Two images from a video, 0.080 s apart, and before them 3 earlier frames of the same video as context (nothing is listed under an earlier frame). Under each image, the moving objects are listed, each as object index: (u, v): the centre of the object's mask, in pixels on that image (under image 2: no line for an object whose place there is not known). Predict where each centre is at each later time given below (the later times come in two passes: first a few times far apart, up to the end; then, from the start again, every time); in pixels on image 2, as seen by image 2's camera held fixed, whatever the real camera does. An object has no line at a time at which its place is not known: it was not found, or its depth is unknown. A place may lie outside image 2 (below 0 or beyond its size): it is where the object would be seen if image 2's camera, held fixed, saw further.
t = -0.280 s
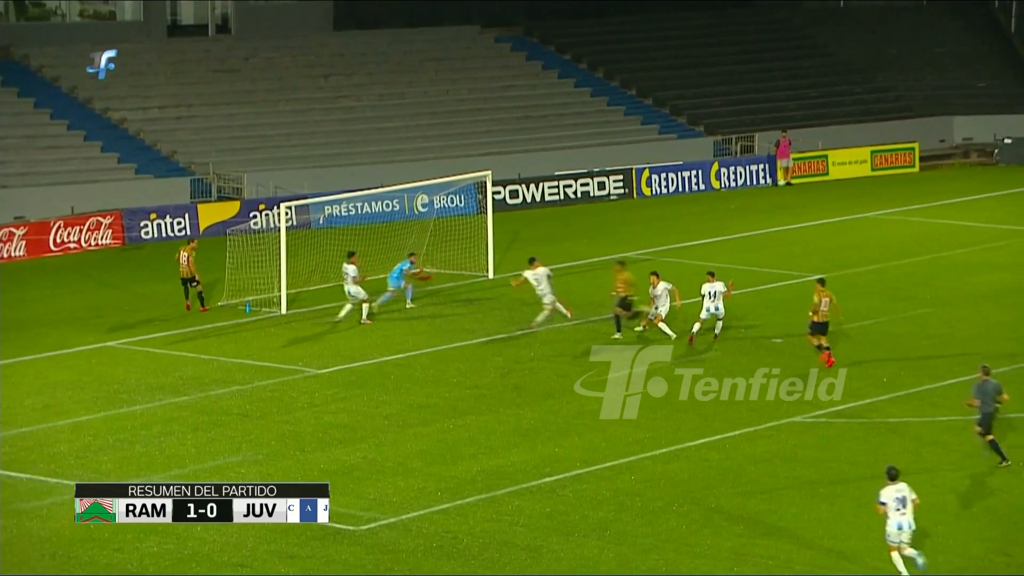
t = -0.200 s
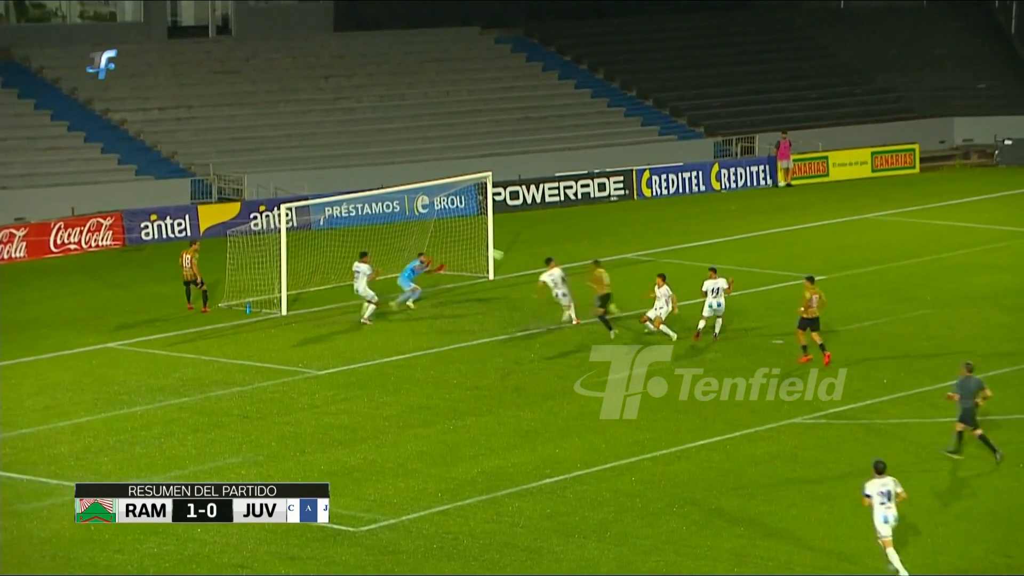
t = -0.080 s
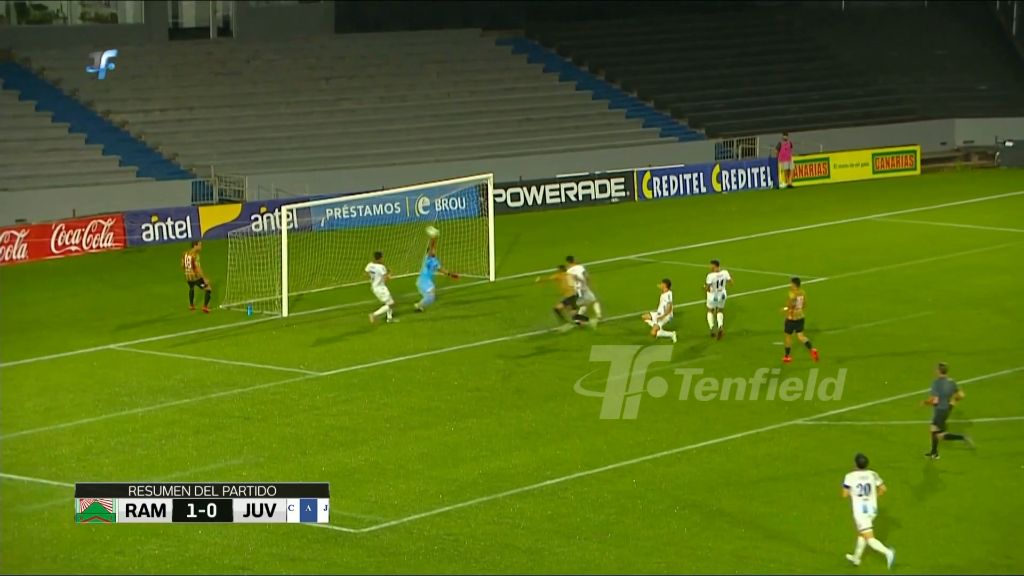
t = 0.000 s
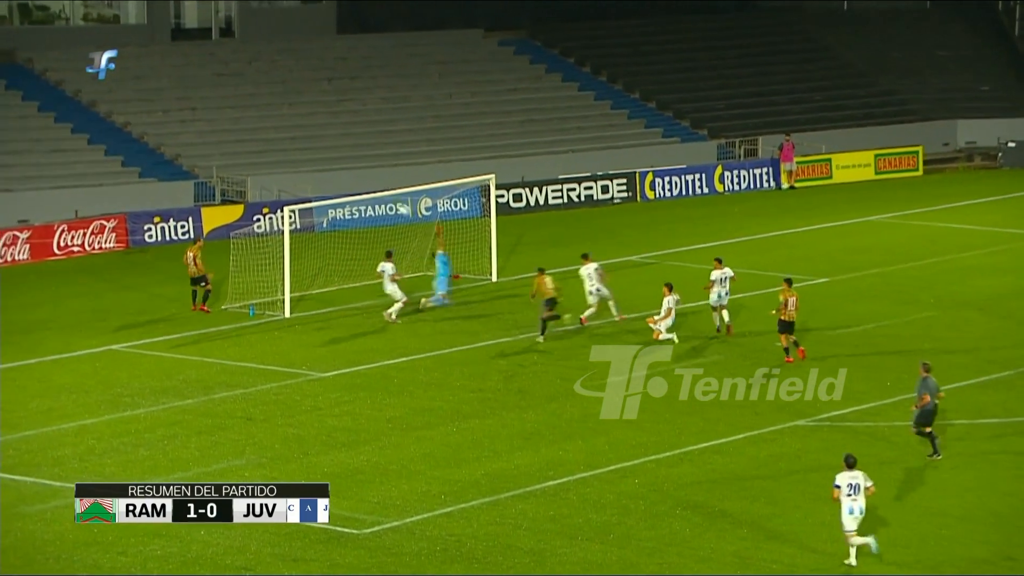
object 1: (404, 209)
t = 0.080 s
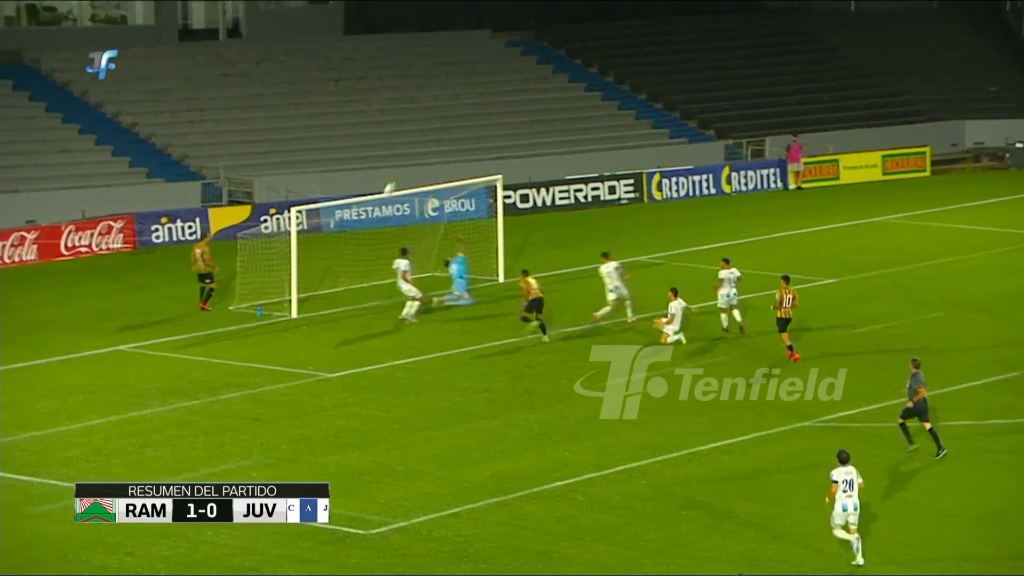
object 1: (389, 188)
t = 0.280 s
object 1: (414, 124)
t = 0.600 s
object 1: (451, 54)
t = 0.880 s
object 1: (483, 28)
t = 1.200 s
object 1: (517, 39)
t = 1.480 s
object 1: (545, 84)
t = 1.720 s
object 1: (569, 148)
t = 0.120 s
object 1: (394, 174)
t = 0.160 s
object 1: (399, 160)
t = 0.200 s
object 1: (404, 147)
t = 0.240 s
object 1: (409, 135)
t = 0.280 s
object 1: (414, 124)
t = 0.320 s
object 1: (419, 113)
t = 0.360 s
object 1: (423, 102)
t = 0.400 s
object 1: (428, 93)
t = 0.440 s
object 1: (433, 84)
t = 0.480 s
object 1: (438, 75)
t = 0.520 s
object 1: (442, 67)
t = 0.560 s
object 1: (447, 60)
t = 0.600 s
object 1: (451, 54)
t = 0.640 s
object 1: (456, 48)
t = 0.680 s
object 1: (460, 43)
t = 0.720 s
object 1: (465, 39)
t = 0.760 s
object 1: (470, 35)
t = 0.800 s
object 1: (474, 32)
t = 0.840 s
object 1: (478, 30)
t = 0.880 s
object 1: (483, 28)
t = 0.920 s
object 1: (487, 27)
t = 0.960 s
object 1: (491, 27)
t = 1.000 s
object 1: (496, 27)
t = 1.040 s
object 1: (500, 28)
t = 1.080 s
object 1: (504, 30)
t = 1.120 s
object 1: (508, 33)
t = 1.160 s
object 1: (513, 35)
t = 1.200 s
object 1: (517, 39)
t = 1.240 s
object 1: (521, 43)
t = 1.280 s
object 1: (525, 49)
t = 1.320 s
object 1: (529, 54)
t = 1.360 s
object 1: (533, 61)
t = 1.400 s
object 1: (537, 68)
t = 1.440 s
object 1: (541, 75)
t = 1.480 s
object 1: (545, 84)
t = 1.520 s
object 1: (549, 93)
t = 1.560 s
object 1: (553, 102)
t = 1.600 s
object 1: (557, 113)
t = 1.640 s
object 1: (561, 123)
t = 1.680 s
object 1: (565, 135)
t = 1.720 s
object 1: (569, 148)
